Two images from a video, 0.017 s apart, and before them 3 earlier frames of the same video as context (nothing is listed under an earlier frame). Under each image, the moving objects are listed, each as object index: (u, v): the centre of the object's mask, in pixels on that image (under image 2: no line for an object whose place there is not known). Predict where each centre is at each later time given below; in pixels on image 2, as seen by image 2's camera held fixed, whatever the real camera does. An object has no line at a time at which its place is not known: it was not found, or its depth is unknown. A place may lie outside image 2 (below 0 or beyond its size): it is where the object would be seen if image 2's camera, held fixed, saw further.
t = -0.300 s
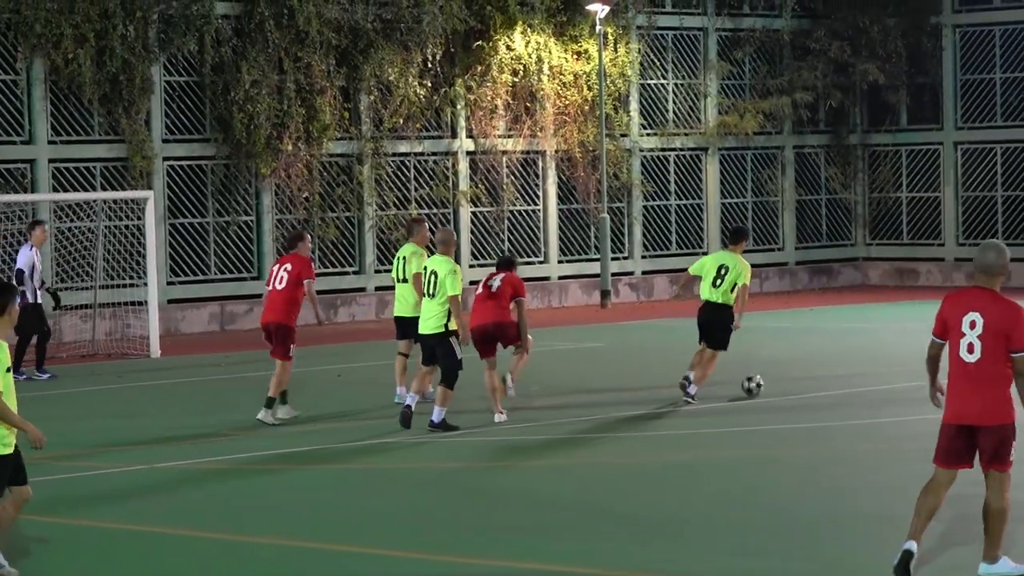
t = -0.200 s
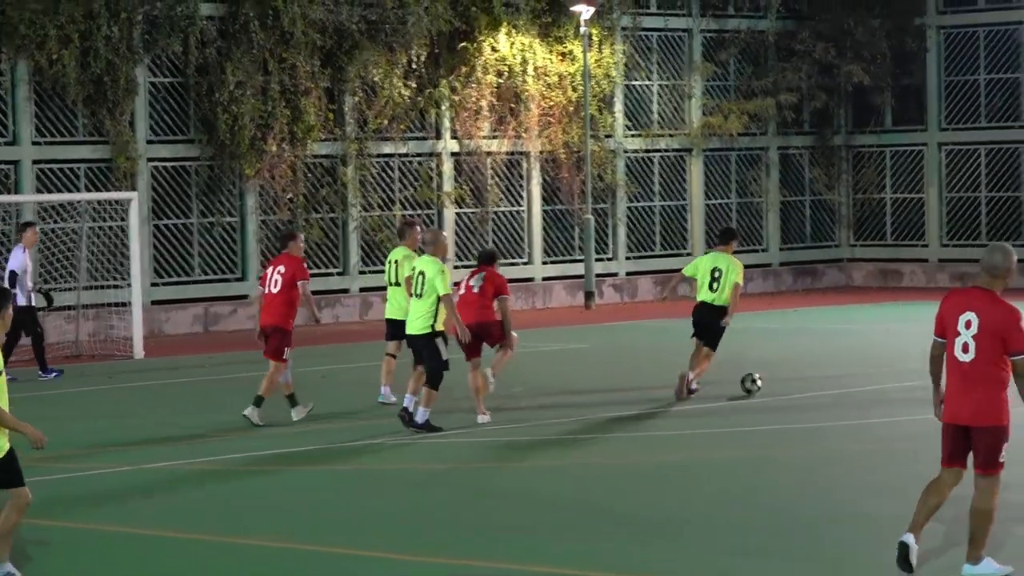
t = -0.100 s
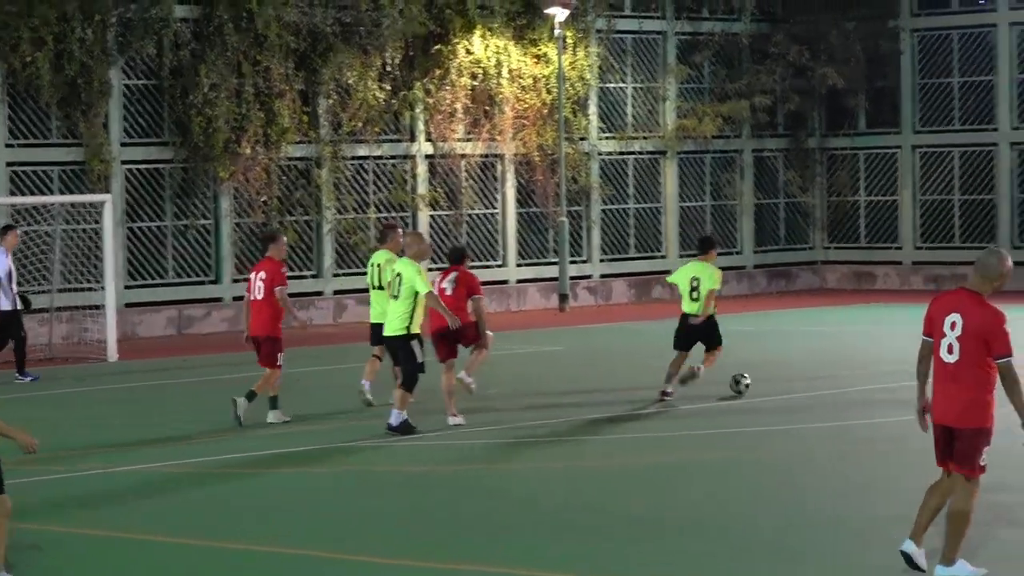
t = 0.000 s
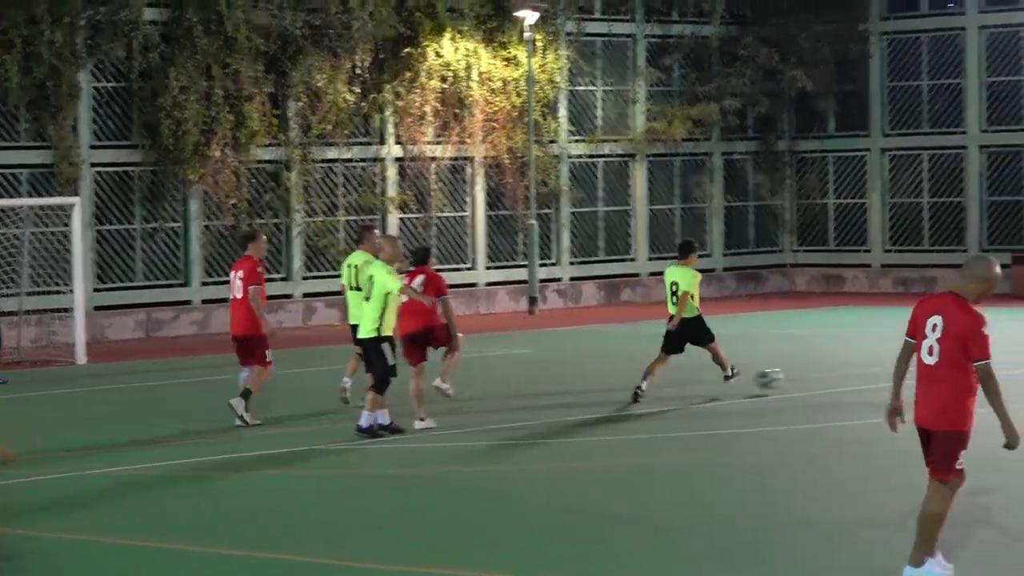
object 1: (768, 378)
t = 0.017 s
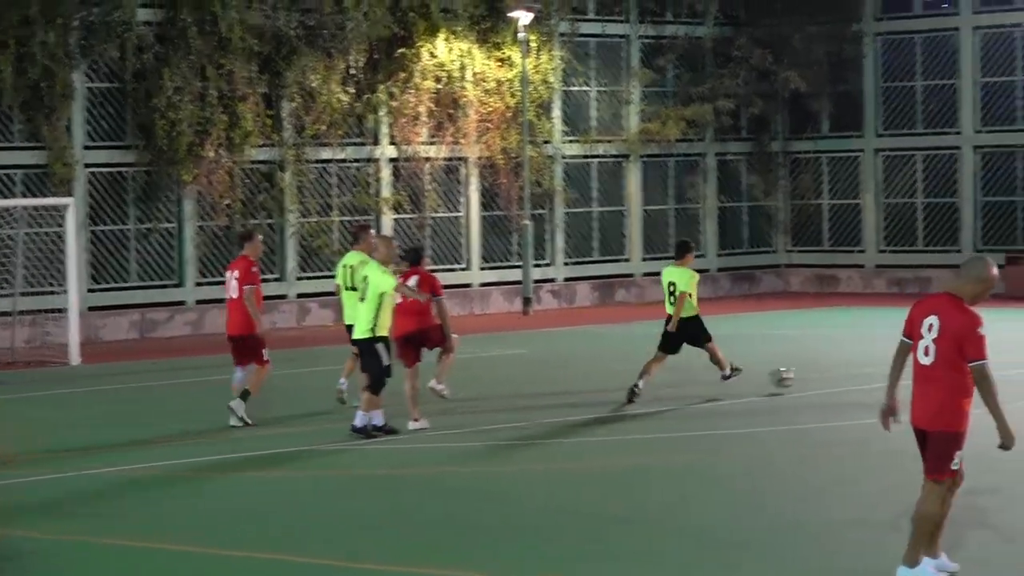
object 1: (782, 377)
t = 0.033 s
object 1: (804, 376)
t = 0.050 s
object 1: (823, 375)
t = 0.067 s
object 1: (843, 373)
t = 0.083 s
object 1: (862, 372)
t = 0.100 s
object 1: (882, 373)
